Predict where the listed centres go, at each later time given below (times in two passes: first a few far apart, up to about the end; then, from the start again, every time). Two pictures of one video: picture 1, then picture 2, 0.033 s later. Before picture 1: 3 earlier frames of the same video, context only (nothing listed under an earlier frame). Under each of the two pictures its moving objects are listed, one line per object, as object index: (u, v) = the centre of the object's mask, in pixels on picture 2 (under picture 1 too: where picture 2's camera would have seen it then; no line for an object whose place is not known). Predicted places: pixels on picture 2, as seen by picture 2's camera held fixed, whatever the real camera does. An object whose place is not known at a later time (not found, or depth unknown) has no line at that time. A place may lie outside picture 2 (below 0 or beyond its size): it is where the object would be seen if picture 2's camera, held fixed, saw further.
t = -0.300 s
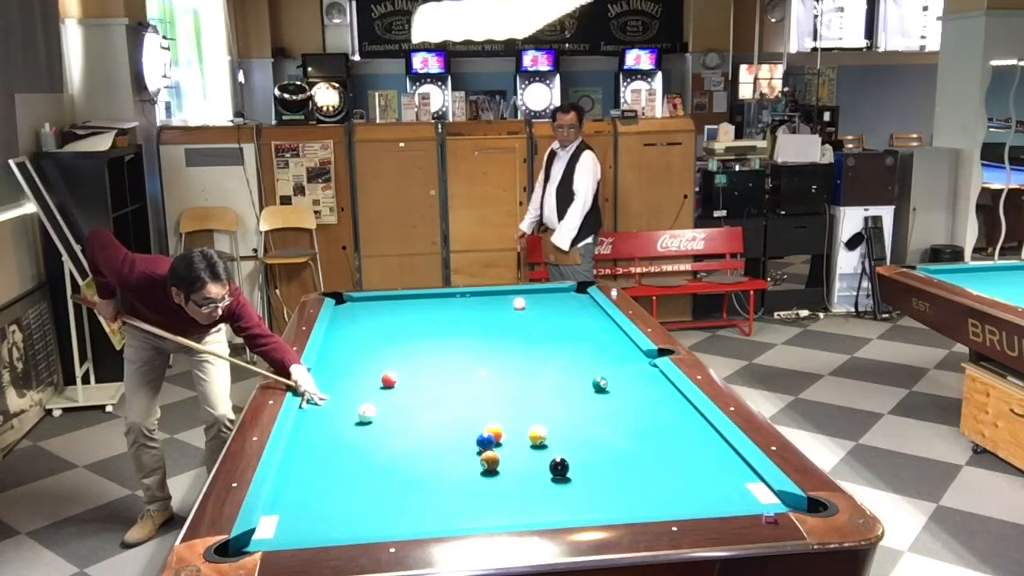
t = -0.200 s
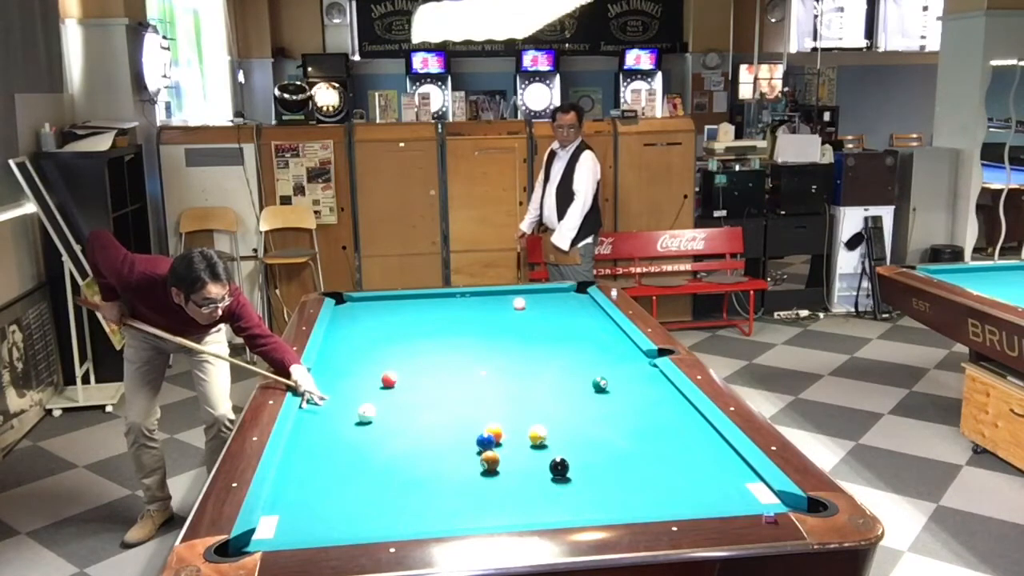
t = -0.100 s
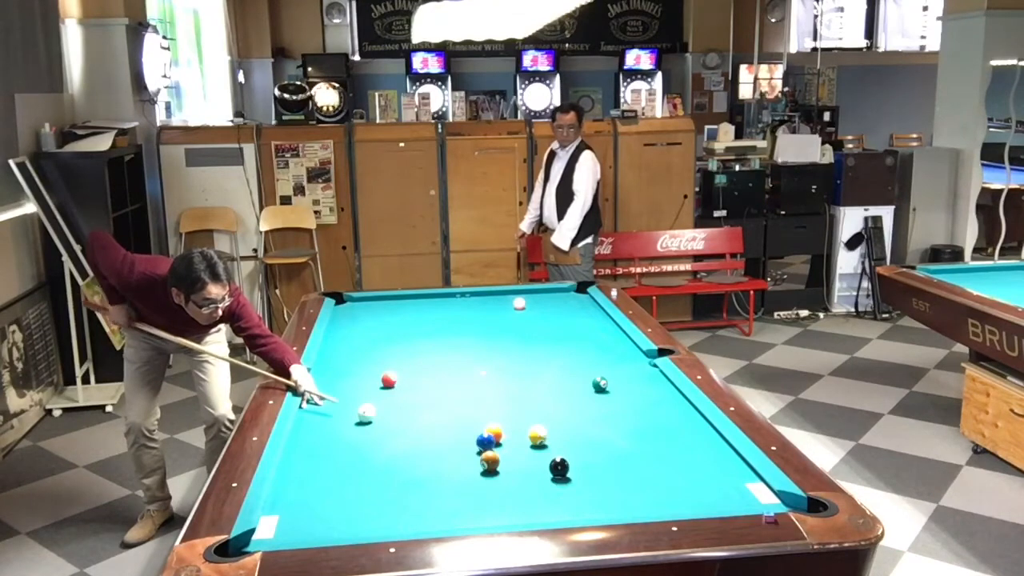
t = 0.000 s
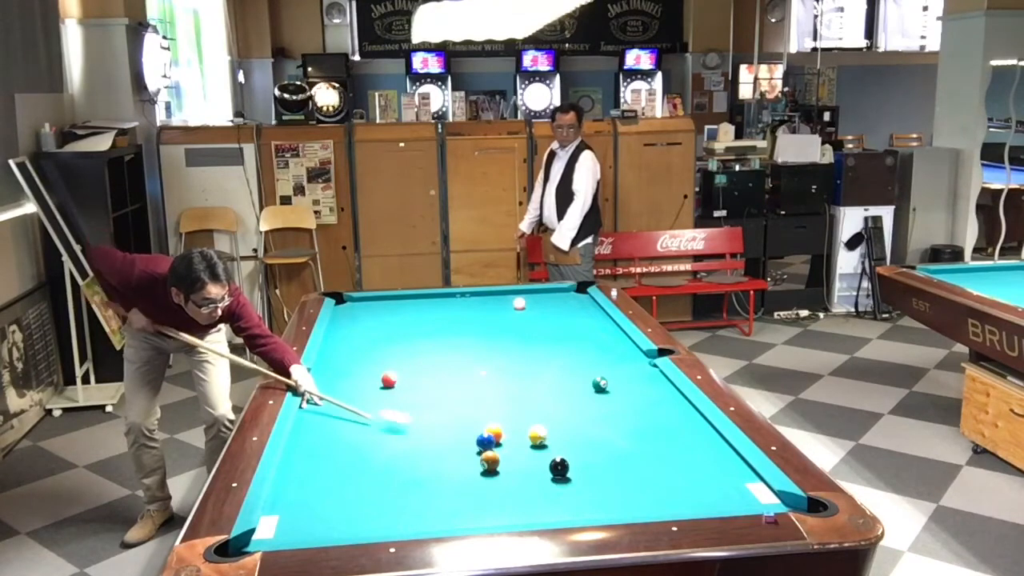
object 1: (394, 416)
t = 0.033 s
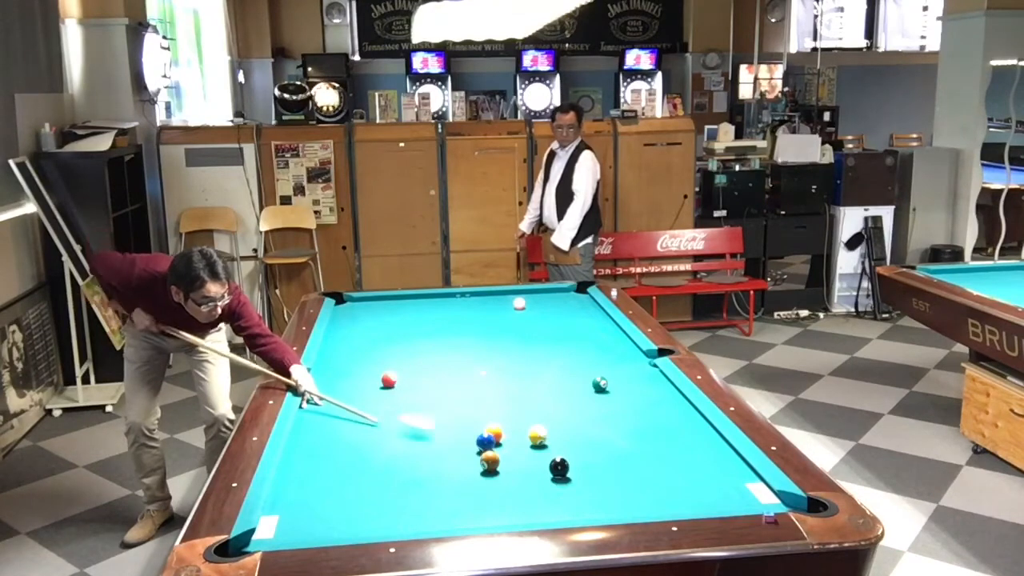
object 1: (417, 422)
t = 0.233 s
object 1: (461, 448)
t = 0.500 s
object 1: (453, 470)
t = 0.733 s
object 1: (445, 490)
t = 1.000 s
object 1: (436, 515)
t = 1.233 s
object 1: (422, 521)
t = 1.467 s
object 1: (405, 513)
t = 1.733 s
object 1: (386, 503)
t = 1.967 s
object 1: (371, 495)
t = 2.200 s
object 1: (359, 488)
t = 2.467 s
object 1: (346, 481)
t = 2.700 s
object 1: (336, 475)
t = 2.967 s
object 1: (325, 469)
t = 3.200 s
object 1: (317, 464)
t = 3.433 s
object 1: (309, 460)
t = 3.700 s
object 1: (301, 456)
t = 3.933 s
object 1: (296, 453)
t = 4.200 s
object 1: (296, 450)
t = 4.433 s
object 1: (298, 448)
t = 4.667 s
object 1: (300, 447)
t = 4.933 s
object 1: (301, 446)
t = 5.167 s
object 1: (302, 446)
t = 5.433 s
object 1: (302, 446)
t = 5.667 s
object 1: (302, 446)
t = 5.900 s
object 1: (302, 446)
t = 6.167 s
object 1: (302, 446)
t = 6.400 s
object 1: (302, 446)
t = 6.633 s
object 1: (302, 446)
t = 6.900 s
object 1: (302, 446)
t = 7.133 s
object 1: (302, 446)
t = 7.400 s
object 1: (302, 446)
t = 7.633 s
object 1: (302, 446)
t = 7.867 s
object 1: (302, 446)
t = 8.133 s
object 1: (302, 446)
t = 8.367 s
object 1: (302, 446)
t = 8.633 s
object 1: (302, 446)
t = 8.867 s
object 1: (302, 446)
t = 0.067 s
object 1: (441, 428)
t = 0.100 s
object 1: (462, 434)
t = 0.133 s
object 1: (465, 441)
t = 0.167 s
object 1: (464, 444)
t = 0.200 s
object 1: (463, 446)
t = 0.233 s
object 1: (461, 448)
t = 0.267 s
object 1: (460, 451)
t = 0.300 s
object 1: (459, 454)
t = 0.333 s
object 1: (458, 457)
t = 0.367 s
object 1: (458, 459)
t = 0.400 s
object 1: (456, 462)
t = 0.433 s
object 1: (456, 465)
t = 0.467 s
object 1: (454, 467)
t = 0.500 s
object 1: (453, 470)
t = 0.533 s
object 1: (452, 472)
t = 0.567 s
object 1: (451, 475)
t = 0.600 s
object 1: (450, 478)
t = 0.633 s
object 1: (449, 481)
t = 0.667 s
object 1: (448, 484)
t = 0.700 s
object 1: (446, 487)
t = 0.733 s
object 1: (445, 490)
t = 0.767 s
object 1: (444, 493)
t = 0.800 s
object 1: (443, 496)
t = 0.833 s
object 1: (442, 499)
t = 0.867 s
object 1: (441, 503)
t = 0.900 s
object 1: (439, 506)
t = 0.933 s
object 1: (438, 509)
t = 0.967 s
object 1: (437, 512)
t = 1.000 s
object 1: (436, 515)
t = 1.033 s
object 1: (435, 517)
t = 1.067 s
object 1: (433, 519)
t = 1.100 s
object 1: (432, 521)
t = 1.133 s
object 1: (430, 522)
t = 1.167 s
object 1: (427, 522)
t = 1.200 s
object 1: (425, 521)
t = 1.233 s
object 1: (422, 521)
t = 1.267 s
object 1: (419, 520)
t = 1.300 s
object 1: (417, 519)
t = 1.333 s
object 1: (414, 518)
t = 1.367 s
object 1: (412, 517)
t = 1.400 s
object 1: (409, 516)
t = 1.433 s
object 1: (407, 514)
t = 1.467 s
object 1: (405, 513)
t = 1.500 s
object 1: (402, 512)
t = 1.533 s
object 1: (400, 510)
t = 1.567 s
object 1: (397, 509)
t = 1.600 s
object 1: (395, 508)
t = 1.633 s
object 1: (393, 507)
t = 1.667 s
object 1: (390, 505)
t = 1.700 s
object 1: (388, 504)
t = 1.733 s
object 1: (386, 503)
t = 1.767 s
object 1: (384, 502)
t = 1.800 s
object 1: (382, 501)
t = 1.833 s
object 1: (380, 499)
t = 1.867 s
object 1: (378, 498)
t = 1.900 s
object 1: (376, 497)
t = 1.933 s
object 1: (374, 496)
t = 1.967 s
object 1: (371, 495)
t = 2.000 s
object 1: (370, 494)
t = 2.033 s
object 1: (368, 493)
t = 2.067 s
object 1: (366, 491)
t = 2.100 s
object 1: (364, 491)
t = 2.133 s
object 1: (363, 490)
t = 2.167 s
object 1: (361, 489)
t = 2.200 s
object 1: (359, 488)
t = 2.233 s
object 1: (357, 487)
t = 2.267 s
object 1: (356, 486)
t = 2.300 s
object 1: (354, 485)
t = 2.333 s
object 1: (352, 484)
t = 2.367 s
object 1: (351, 483)
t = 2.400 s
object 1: (349, 482)
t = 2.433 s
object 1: (347, 481)
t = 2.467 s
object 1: (346, 481)
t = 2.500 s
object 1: (345, 480)
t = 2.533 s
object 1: (343, 479)
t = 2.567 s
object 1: (341, 478)
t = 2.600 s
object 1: (339, 477)
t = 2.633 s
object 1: (338, 477)
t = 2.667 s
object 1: (337, 476)
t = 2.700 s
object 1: (336, 475)
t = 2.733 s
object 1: (334, 474)
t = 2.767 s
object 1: (333, 473)
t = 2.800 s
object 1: (331, 473)
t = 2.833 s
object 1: (330, 472)
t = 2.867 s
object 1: (328, 471)
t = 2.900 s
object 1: (327, 470)
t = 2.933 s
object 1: (326, 470)
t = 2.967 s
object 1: (325, 469)
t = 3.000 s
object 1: (323, 468)
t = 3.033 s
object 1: (322, 467)
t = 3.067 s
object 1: (321, 467)
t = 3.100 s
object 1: (320, 466)
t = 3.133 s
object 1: (319, 466)
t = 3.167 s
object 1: (317, 465)
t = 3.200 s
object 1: (317, 464)
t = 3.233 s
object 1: (316, 464)
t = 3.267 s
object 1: (314, 463)
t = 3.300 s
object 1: (313, 463)
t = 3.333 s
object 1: (312, 462)
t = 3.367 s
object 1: (311, 462)
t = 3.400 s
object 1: (310, 461)
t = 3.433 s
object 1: (309, 460)
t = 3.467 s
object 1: (308, 460)
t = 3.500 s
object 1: (307, 459)
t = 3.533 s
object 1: (306, 459)
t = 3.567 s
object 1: (305, 458)
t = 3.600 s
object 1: (304, 458)
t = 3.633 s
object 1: (303, 457)
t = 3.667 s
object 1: (302, 457)
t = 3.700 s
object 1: (301, 456)
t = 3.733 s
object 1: (300, 456)
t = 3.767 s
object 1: (299, 455)
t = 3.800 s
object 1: (299, 455)
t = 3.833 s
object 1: (298, 454)
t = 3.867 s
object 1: (297, 454)
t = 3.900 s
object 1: (296, 453)
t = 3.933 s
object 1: (296, 453)
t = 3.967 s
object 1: (295, 453)
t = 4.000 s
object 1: (294, 452)
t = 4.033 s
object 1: (293, 452)
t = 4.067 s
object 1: (294, 451)
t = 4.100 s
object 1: (294, 451)
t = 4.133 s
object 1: (295, 451)
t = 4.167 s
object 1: (295, 450)
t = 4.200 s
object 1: (296, 450)
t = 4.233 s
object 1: (296, 450)
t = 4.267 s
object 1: (297, 450)
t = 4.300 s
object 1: (297, 449)
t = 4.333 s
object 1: (297, 449)
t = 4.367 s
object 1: (297, 449)
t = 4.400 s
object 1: (298, 448)
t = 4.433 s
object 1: (298, 448)
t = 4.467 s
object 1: (299, 448)
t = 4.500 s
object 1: (299, 448)
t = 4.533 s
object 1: (299, 448)
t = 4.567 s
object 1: (299, 447)
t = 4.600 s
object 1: (299, 447)
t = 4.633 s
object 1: (300, 447)
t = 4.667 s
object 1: (300, 447)
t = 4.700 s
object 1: (300, 447)
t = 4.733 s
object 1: (300, 446)
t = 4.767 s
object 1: (300, 446)
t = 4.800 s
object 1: (300, 446)
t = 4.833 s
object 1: (301, 446)
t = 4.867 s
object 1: (301, 446)
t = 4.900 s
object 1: (301, 446)
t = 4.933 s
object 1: (301, 446)
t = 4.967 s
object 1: (301, 446)
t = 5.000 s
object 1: (302, 446)
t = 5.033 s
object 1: (302, 446)
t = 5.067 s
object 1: (302, 446)
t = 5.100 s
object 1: (302, 446)
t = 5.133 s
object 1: (302, 446)
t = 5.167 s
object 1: (302, 446)
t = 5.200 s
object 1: (302, 446)
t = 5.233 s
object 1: (302, 446)
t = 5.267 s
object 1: (302, 446)
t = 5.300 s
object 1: (302, 446)
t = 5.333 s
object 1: (302, 446)
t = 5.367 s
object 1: (302, 446)
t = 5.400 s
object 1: (302, 446)
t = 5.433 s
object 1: (302, 446)
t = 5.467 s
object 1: (302, 446)
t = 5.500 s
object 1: (302, 446)
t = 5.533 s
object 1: (302, 446)
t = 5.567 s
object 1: (302, 446)
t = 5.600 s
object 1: (302, 446)
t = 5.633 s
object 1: (302, 446)
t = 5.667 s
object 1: (302, 446)
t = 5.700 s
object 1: (302, 446)
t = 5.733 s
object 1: (302, 446)
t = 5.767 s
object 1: (302, 446)
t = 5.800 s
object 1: (302, 446)
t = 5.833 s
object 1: (302, 446)
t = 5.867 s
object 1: (302, 446)
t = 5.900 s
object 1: (302, 446)
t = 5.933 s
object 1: (302, 446)
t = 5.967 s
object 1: (302, 446)
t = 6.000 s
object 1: (302, 446)
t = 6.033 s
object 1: (302, 446)
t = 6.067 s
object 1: (302, 446)
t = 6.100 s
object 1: (302, 446)
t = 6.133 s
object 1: (302, 446)
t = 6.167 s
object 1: (302, 446)
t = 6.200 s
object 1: (302, 446)
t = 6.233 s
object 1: (302, 446)
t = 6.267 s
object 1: (302, 446)
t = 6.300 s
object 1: (302, 446)
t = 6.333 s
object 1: (302, 446)
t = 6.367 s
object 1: (302, 446)
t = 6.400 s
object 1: (302, 446)
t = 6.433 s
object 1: (302, 446)
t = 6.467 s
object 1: (302, 446)
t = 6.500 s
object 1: (302, 446)
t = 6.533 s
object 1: (302, 446)
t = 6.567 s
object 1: (302, 446)
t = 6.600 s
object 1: (302, 446)
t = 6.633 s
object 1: (302, 446)
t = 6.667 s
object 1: (302, 446)
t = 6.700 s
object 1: (302, 446)
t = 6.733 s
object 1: (302, 446)
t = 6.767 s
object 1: (302, 446)
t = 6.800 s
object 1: (302, 446)
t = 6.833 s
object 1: (302, 446)
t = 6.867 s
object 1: (302, 446)
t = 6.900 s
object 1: (302, 446)
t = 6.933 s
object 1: (302, 446)
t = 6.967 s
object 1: (302, 446)
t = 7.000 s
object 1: (302, 446)
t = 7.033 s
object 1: (302, 446)
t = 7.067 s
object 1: (302, 446)
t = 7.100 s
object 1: (302, 446)
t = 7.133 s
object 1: (302, 446)
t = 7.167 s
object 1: (302, 446)
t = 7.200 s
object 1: (302, 446)
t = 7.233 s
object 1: (302, 446)
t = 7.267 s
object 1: (302, 446)
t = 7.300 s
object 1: (302, 446)
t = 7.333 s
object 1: (302, 446)
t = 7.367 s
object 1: (302, 446)
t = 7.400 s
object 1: (302, 446)
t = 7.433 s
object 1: (302, 446)
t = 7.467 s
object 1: (302, 446)
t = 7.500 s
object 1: (302, 446)
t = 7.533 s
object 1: (302, 446)
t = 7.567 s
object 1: (302, 446)
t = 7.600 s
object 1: (302, 446)
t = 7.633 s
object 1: (302, 446)
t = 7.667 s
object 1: (302, 446)
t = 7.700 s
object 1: (302, 446)
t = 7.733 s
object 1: (302, 446)
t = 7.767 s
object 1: (302, 446)
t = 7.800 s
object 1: (302, 446)
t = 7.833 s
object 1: (302, 446)
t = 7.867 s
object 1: (302, 446)
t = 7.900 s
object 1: (302, 446)
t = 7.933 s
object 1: (302, 446)
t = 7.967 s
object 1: (302, 446)
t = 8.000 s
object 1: (302, 446)
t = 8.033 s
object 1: (302, 446)
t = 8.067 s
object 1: (302, 446)
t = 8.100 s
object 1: (302, 446)
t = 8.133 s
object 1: (302, 446)
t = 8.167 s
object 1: (302, 446)
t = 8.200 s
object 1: (302, 446)
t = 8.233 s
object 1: (302, 446)
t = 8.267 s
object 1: (302, 446)
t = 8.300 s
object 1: (302, 446)
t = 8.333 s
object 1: (302, 446)
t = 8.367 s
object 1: (302, 446)
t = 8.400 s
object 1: (302, 446)
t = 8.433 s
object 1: (302, 446)
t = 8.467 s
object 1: (302, 446)
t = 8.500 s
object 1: (302, 446)
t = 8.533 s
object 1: (302, 446)
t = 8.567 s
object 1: (302, 446)
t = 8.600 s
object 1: (302, 446)
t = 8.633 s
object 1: (302, 446)
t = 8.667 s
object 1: (302, 446)
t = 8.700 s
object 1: (302, 446)
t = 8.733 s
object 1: (302, 446)
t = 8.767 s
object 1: (302, 446)
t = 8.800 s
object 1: (302, 446)
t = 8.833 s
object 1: (302, 446)
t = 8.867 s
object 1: (302, 446)
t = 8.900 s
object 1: (302, 446)
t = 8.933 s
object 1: (302, 446)
